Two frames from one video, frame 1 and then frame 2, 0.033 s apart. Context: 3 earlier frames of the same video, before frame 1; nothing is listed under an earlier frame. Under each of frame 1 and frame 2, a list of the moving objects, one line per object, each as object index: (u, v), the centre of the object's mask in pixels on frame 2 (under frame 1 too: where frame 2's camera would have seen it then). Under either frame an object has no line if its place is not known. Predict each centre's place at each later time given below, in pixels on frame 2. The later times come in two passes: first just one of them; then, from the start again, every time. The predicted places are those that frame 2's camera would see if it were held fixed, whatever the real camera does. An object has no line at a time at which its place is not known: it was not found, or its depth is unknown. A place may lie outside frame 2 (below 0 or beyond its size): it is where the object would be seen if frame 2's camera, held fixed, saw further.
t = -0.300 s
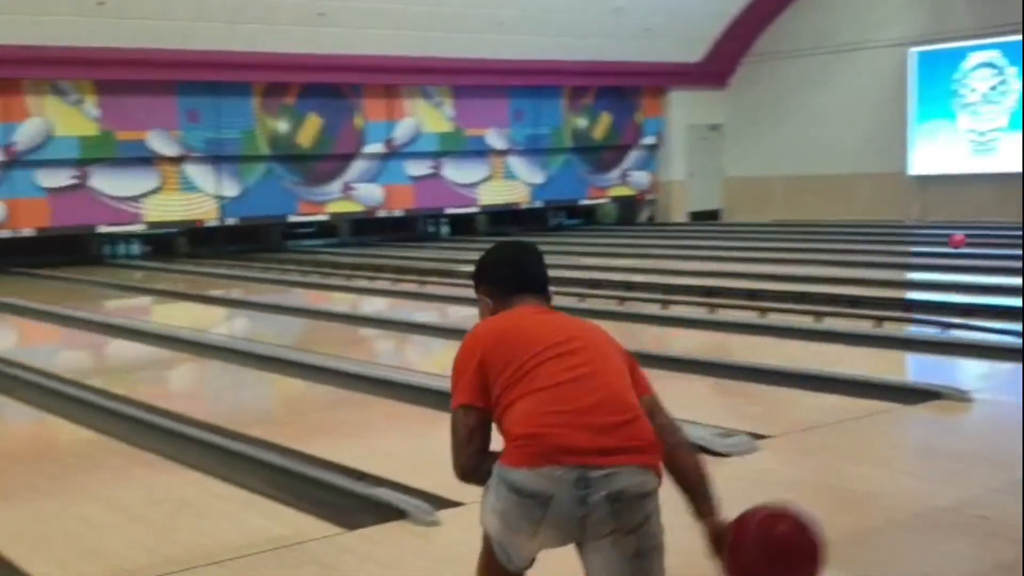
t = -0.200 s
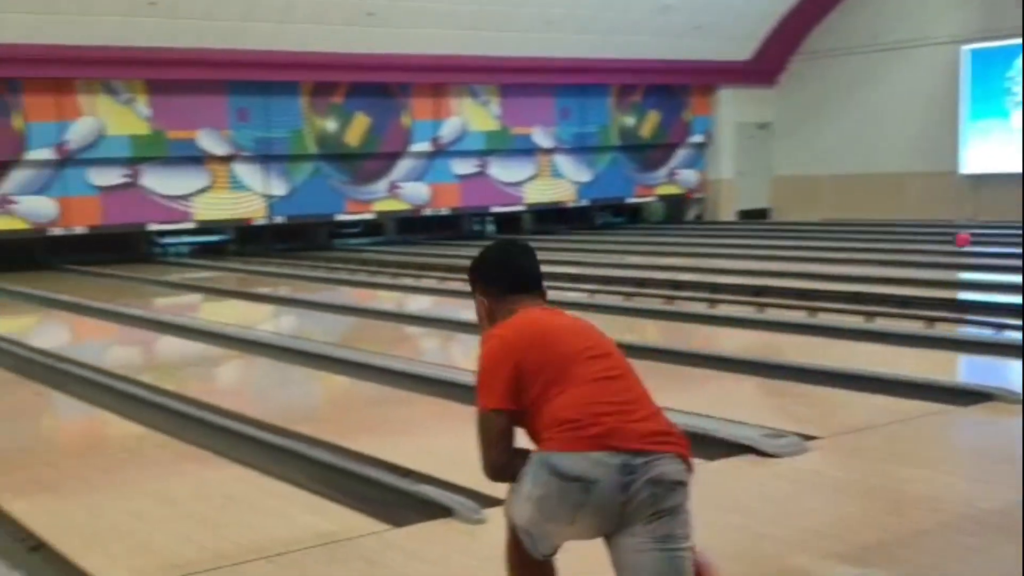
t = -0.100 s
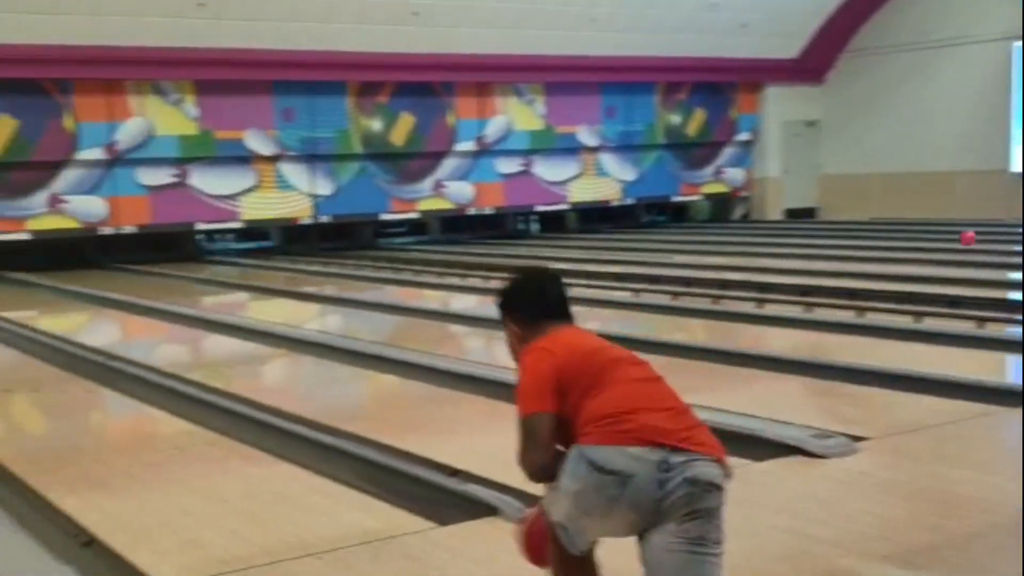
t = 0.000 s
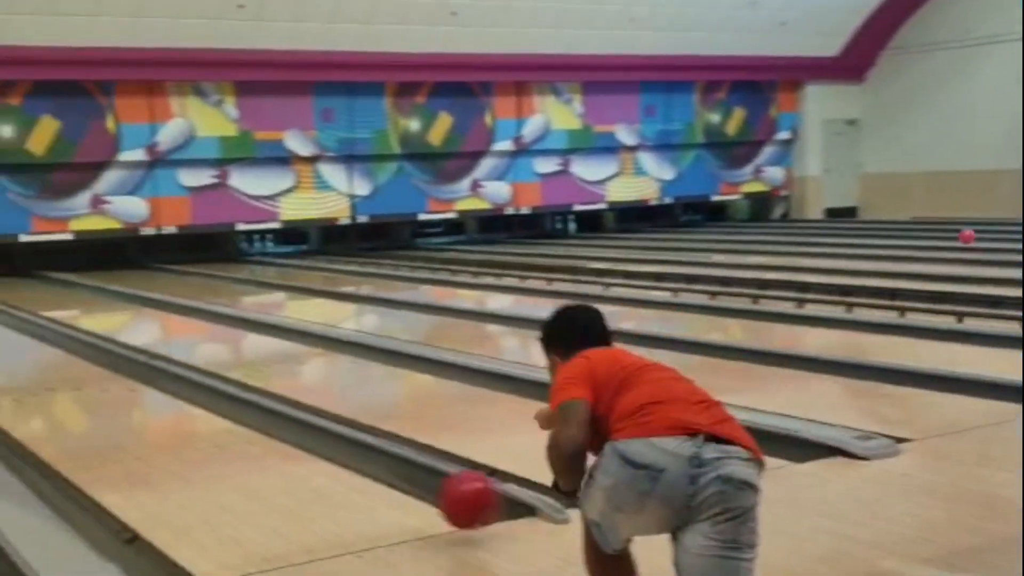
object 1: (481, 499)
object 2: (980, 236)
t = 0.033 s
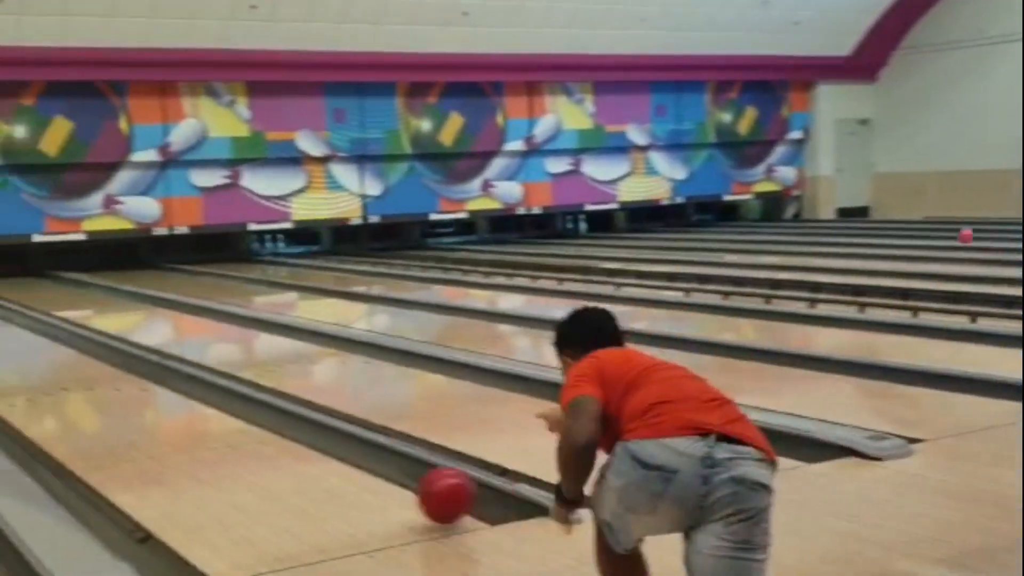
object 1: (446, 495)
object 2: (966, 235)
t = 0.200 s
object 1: (310, 452)
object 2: (901, 234)
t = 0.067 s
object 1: (414, 488)
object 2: (953, 235)
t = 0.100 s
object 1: (386, 478)
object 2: (939, 235)
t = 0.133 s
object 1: (358, 469)
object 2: (926, 235)
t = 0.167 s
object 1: (333, 460)
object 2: (913, 234)
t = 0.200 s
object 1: (310, 452)
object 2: (901, 234)
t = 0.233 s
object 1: (288, 445)
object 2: (888, 234)
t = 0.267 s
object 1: (268, 437)
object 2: (877, 233)
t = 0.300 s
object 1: (250, 431)
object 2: (866, 233)
